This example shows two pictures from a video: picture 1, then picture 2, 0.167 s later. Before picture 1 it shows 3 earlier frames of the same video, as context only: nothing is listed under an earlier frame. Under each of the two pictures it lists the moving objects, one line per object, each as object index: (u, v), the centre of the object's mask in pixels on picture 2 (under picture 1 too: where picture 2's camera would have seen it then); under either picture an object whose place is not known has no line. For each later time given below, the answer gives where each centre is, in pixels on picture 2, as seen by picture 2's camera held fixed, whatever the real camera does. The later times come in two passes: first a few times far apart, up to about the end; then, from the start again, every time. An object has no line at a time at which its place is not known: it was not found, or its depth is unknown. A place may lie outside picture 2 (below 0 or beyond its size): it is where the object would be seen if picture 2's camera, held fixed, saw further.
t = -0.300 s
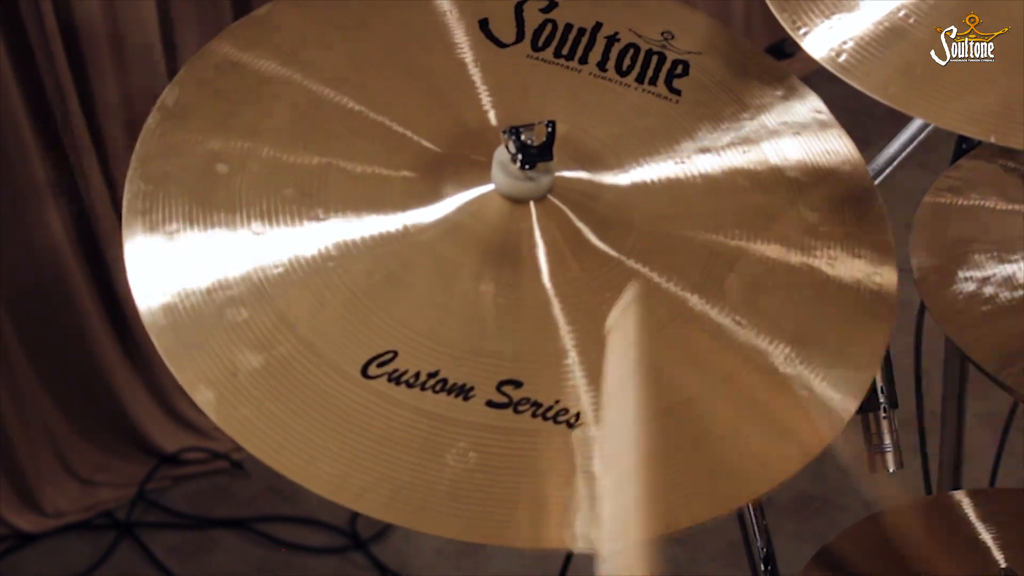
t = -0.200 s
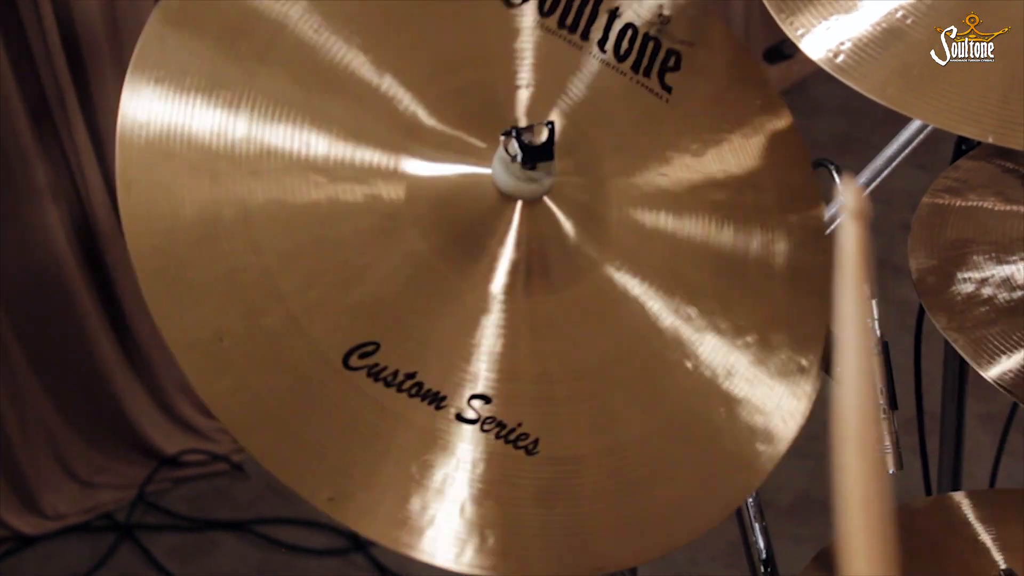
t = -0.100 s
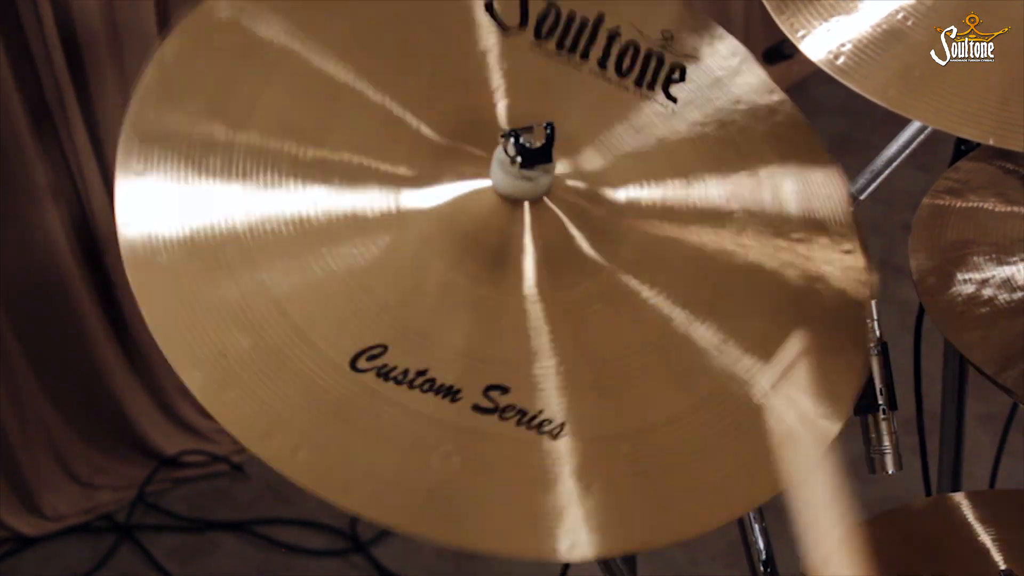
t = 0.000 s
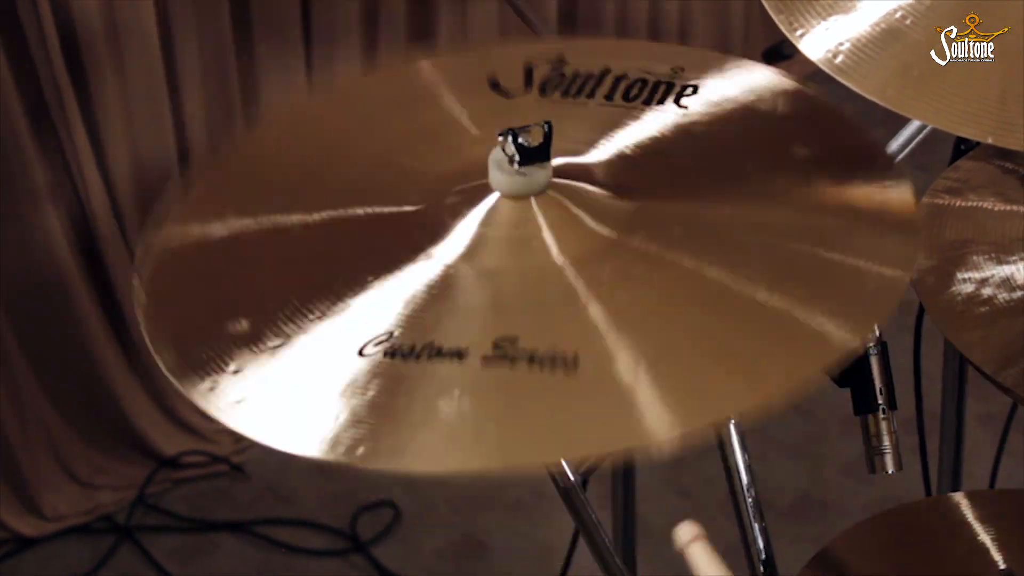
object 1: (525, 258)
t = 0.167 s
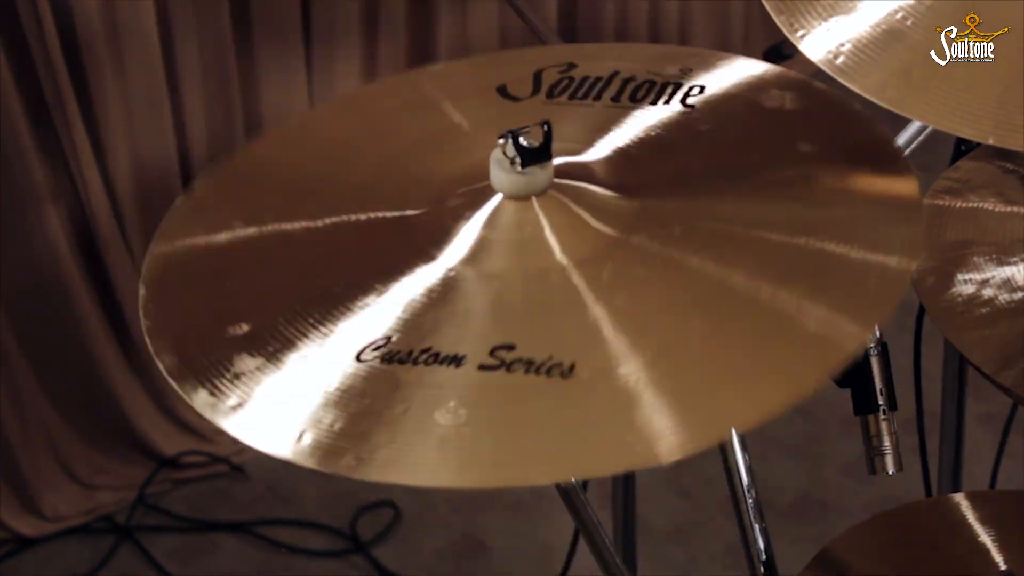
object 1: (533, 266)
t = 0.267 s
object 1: (512, 266)
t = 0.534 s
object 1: (505, 261)
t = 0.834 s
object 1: (527, 264)
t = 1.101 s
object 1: (506, 261)
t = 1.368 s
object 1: (519, 263)
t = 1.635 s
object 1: (514, 260)
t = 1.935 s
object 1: (516, 261)
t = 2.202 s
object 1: (515, 258)
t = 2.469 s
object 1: (515, 259)
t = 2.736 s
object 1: (515, 259)
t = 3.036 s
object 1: (515, 259)
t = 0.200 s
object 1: (526, 267)
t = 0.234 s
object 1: (520, 266)
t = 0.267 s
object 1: (512, 266)
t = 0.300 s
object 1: (505, 266)
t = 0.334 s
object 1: (500, 265)
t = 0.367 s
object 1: (497, 265)
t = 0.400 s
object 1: (496, 264)
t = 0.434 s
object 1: (497, 264)
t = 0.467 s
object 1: (498, 263)
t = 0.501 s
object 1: (501, 263)
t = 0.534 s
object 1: (505, 261)
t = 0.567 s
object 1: (510, 260)
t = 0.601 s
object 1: (515, 261)
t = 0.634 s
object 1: (519, 261)
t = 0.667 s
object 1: (522, 261)
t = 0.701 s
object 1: (526, 261)
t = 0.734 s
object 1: (528, 262)
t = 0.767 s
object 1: (528, 262)
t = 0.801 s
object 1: (528, 263)
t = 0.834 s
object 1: (527, 264)
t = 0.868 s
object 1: (525, 264)
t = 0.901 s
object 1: (522, 265)
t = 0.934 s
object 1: (519, 264)
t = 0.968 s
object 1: (515, 264)
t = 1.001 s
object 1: (511, 263)
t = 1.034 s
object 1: (508, 262)
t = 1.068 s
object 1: (507, 262)
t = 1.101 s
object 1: (506, 261)
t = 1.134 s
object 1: (507, 260)
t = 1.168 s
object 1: (508, 260)
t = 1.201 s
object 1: (510, 260)
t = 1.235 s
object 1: (512, 260)
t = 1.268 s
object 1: (515, 261)
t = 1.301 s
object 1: (517, 261)
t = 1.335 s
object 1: (518, 262)
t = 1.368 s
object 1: (519, 263)
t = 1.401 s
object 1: (520, 262)
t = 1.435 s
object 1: (520, 263)
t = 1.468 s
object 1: (520, 262)
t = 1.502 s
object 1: (520, 263)
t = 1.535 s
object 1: (518, 262)
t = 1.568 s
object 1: (517, 261)
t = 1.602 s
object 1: (516, 261)
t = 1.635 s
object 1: (514, 260)
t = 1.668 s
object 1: (513, 260)
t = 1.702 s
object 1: (512, 260)
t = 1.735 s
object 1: (512, 260)
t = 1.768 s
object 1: (512, 260)
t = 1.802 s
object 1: (513, 259)
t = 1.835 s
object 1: (514, 260)
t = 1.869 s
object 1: (515, 260)
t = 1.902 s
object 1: (515, 261)
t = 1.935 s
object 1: (516, 261)
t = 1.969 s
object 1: (516, 260)
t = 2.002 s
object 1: (517, 260)
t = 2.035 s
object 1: (517, 260)
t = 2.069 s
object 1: (516, 259)
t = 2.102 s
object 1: (515, 259)
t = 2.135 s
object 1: (515, 258)
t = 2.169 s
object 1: (515, 258)
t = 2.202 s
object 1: (515, 258)
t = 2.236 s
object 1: (514, 259)
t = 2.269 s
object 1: (514, 259)
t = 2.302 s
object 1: (514, 259)
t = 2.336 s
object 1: (515, 259)
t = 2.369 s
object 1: (515, 259)
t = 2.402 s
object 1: (515, 259)
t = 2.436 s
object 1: (515, 259)
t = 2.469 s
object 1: (515, 259)
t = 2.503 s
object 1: (515, 259)
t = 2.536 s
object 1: (515, 259)
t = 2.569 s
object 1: (515, 259)
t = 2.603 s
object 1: (515, 259)
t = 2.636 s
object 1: (515, 259)
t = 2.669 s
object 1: (515, 259)
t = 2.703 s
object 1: (515, 259)
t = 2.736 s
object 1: (515, 259)
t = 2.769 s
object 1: (515, 259)
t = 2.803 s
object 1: (515, 259)
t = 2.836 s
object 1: (515, 259)
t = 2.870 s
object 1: (515, 259)
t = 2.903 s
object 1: (515, 259)
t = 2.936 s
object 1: (515, 259)
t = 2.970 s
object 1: (515, 259)
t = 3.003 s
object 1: (515, 259)
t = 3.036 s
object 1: (515, 259)
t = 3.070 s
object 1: (515, 259)
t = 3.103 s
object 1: (515, 259)
